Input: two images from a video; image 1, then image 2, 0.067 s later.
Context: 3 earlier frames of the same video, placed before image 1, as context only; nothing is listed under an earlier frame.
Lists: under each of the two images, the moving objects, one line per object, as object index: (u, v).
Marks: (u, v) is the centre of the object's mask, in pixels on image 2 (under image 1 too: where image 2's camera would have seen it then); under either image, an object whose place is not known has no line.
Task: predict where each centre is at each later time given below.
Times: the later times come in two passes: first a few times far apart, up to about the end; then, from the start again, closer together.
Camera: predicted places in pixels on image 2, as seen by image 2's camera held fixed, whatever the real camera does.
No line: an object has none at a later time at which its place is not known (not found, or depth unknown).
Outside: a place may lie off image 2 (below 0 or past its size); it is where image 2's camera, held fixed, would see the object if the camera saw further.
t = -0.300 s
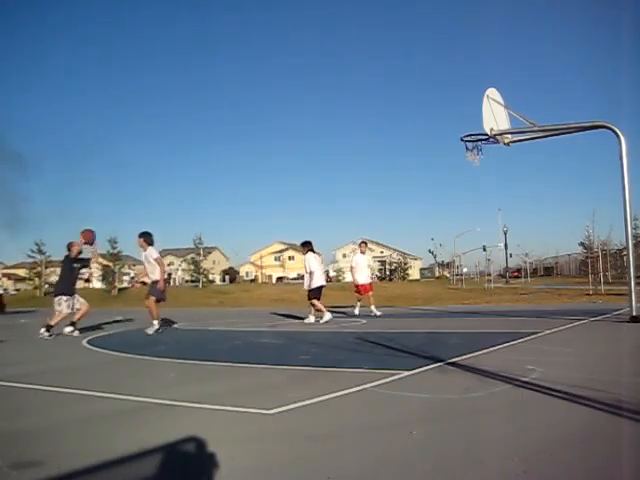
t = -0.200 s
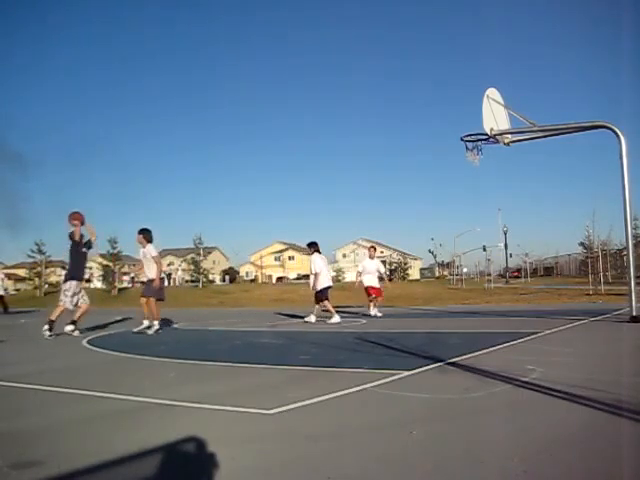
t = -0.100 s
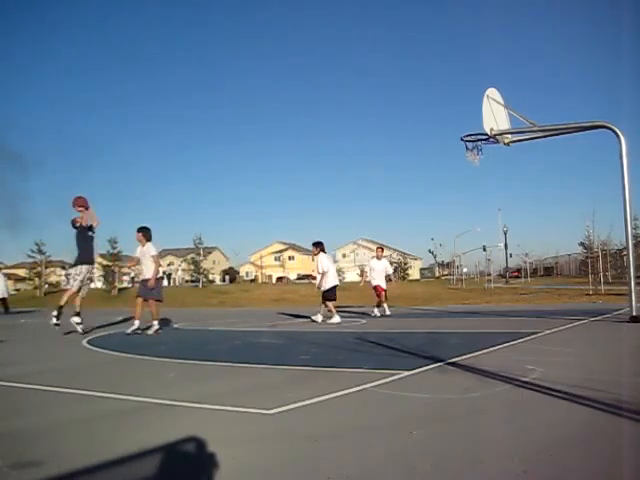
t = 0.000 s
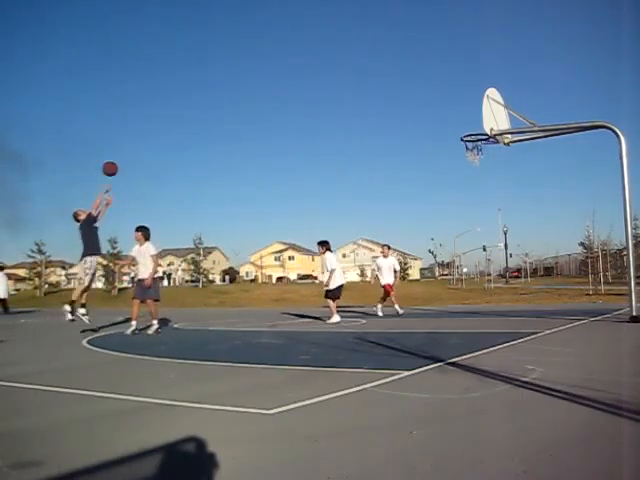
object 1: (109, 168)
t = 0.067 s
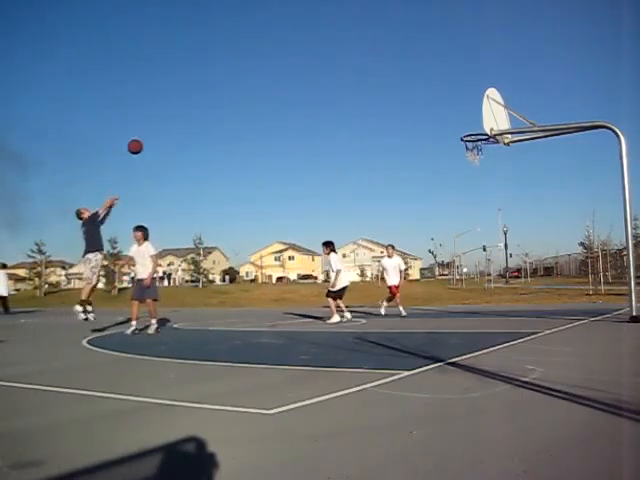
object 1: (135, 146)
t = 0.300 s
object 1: (222, 93)
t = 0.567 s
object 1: (319, 74)
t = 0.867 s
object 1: (425, 104)
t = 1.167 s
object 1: (461, 162)
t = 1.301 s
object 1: (441, 190)
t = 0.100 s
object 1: (147, 136)
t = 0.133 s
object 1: (159, 127)
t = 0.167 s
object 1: (172, 119)
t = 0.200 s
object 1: (184, 111)
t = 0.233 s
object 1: (197, 104)
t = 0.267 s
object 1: (209, 98)
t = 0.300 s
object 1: (222, 93)
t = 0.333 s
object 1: (234, 88)
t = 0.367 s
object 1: (246, 84)
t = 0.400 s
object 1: (258, 81)
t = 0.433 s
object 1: (271, 78)
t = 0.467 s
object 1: (282, 76)
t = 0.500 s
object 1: (295, 75)
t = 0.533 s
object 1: (307, 74)
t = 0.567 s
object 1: (319, 74)
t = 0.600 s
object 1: (330, 75)
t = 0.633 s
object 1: (342, 76)
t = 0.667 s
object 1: (354, 78)
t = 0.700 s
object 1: (366, 81)
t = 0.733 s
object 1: (378, 84)
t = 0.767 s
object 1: (390, 89)
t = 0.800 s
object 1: (401, 93)
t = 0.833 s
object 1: (413, 99)
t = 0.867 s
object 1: (425, 104)
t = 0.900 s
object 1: (437, 111)
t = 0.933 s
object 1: (449, 118)
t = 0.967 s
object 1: (460, 126)
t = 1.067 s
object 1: (478, 144)
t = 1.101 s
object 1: (472, 150)
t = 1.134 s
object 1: (467, 155)
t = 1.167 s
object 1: (461, 162)
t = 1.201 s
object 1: (456, 168)
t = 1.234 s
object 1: (451, 175)
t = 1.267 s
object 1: (446, 182)
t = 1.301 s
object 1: (441, 190)
